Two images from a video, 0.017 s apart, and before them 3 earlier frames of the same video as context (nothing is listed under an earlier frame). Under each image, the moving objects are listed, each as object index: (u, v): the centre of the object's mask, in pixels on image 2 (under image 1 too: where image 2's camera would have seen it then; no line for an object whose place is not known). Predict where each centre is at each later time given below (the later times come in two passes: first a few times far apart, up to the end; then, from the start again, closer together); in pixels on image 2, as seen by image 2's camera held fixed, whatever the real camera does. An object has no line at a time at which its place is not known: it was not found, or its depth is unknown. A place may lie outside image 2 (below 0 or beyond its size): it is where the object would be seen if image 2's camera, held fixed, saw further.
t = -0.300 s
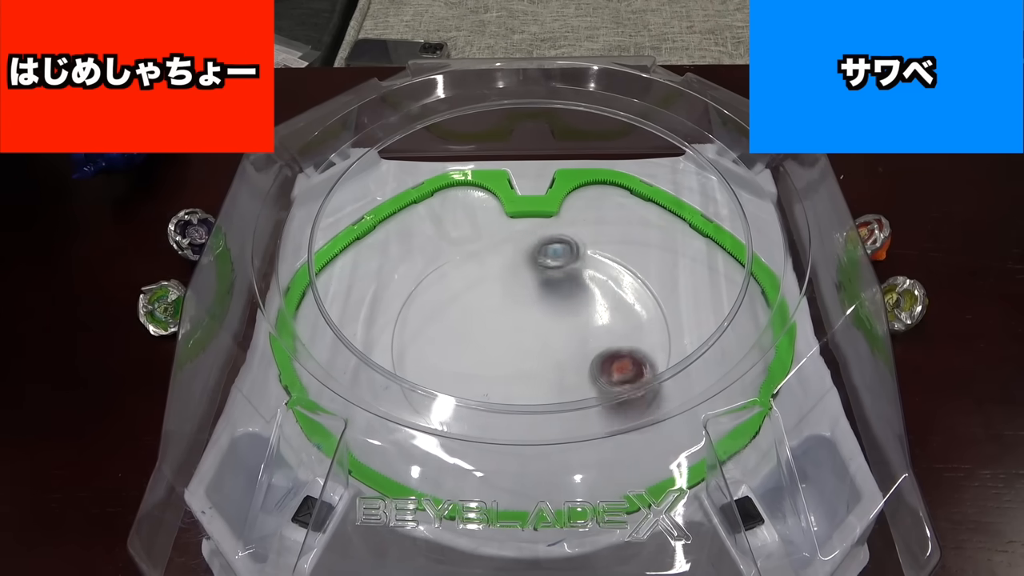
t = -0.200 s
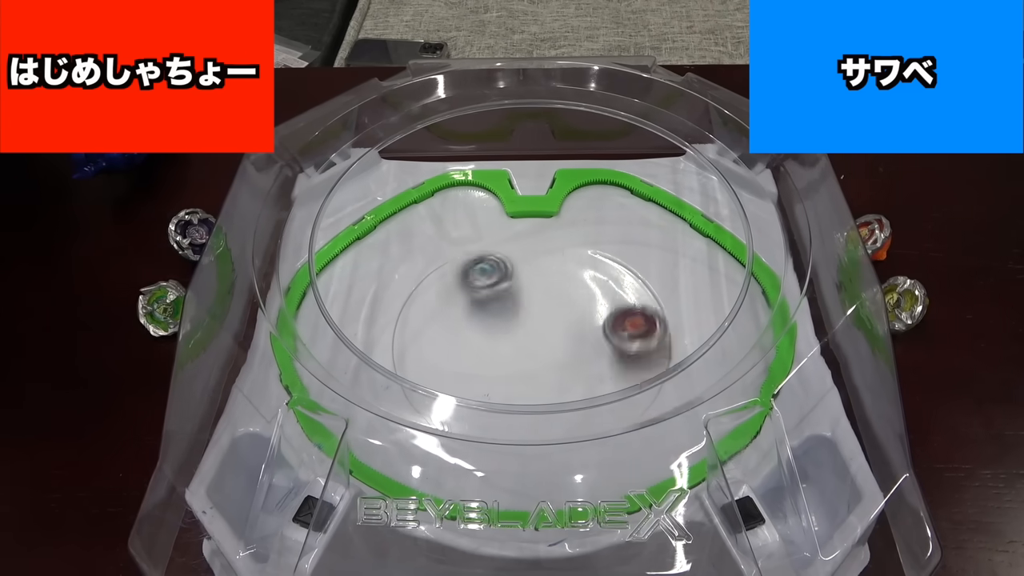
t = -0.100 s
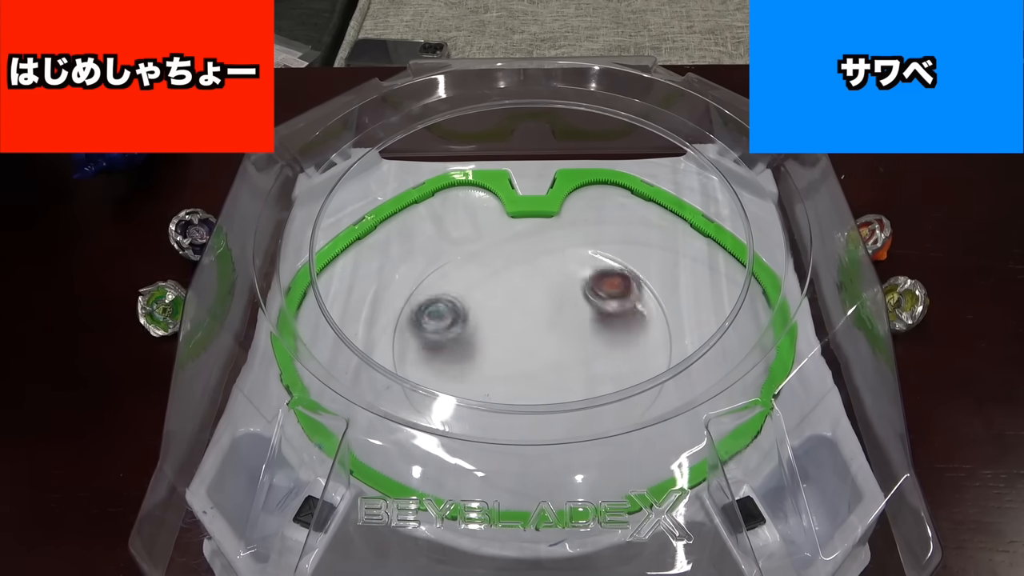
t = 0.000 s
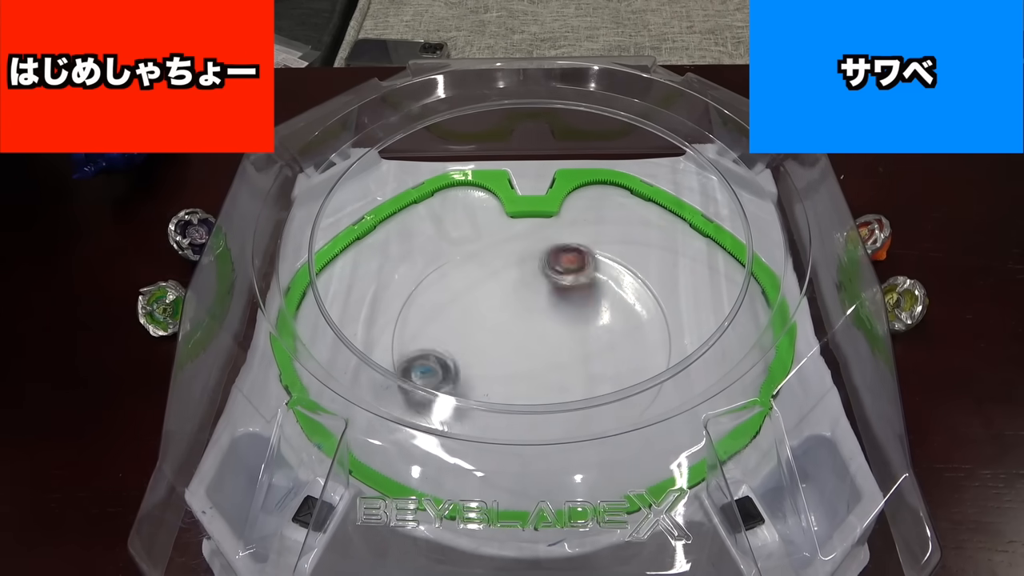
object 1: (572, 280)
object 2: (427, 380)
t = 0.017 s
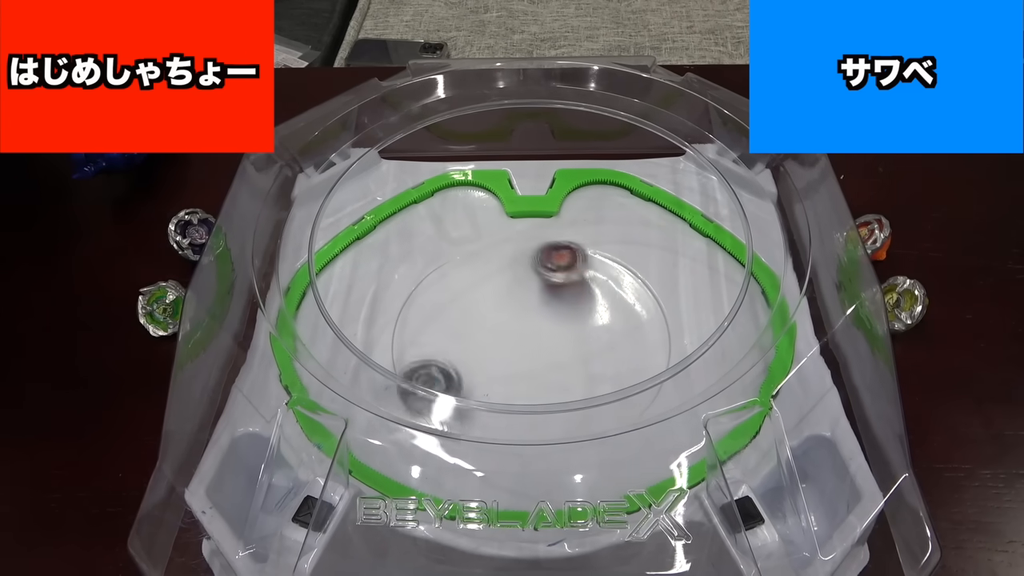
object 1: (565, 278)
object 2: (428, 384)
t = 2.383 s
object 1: (458, 283)
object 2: (573, 280)
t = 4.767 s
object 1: (567, 344)
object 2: (420, 277)
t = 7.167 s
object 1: (549, 363)
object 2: (494, 287)
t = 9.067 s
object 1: (599, 287)
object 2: (463, 314)
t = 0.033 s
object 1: (557, 275)
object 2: (434, 396)
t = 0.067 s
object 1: (534, 258)
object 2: (456, 409)
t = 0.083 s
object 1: (525, 258)
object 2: (474, 415)
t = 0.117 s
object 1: (508, 261)
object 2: (491, 421)
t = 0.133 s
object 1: (497, 260)
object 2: (501, 420)
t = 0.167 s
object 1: (481, 264)
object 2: (525, 424)
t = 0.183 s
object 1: (473, 267)
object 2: (539, 422)
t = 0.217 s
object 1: (458, 273)
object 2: (564, 420)
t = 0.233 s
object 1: (452, 277)
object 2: (577, 416)
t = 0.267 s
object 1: (441, 288)
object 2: (596, 403)
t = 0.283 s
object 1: (436, 294)
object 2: (602, 390)
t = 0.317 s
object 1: (428, 306)
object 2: (613, 374)
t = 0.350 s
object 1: (423, 317)
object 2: (618, 358)
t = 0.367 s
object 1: (422, 325)
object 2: (619, 348)
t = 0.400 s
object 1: (424, 339)
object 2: (616, 329)
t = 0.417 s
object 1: (425, 346)
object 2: (612, 320)
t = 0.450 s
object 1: (434, 362)
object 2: (600, 300)
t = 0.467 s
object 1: (439, 366)
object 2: (593, 292)
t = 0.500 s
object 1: (455, 376)
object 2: (579, 277)
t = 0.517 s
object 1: (464, 381)
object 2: (570, 271)
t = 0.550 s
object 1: (483, 400)
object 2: (552, 260)
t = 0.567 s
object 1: (495, 402)
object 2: (542, 256)
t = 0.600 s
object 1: (515, 405)
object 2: (521, 250)
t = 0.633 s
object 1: (537, 404)
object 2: (501, 247)
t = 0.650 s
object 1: (547, 403)
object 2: (489, 243)
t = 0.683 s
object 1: (567, 398)
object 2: (468, 246)
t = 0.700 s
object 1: (576, 394)
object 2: (457, 247)
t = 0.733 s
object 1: (593, 384)
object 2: (437, 253)
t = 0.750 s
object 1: (598, 374)
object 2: (430, 258)
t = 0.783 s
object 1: (610, 361)
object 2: (421, 275)
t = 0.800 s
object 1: (615, 355)
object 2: (416, 282)
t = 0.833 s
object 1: (624, 347)
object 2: (409, 299)
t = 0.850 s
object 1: (626, 337)
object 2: (407, 309)
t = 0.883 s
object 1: (629, 325)
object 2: (409, 325)
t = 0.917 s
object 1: (628, 313)
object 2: (418, 344)
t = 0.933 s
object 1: (625, 307)
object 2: (426, 353)
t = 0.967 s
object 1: (620, 296)
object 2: (447, 369)
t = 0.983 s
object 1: (615, 291)
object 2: (458, 373)
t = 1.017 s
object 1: (605, 281)
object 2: (480, 379)
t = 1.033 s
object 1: (600, 279)
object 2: (494, 381)
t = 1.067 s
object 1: (588, 270)
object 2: (520, 382)
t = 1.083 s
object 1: (580, 266)
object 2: (534, 381)
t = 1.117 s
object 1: (565, 262)
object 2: (560, 377)
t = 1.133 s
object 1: (557, 261)
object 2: (572, 374)
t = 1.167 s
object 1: (535, 244)
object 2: (595, 367)
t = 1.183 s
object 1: (526, 245)
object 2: (603, 357)
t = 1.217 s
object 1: (510, 248)
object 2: (620, 342)
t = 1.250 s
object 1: (494, 254)
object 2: (631, 326)
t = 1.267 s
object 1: (486, 258)
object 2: (634, 317)
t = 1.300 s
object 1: (473, 269)
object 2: (639, 299)
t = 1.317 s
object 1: (467, 275)
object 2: (640, 290)
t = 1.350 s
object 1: (458, 288)
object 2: (638, 272)
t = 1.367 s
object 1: (454, 295)
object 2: (635, 266)
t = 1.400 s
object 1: (450, 308)
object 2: (625, 254)
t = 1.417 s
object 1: (449, 316)
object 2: (616, 248)
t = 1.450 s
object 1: (449, 332)
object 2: (598, 242)
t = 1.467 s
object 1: (451, 340)
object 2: (589, 239)
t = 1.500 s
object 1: (457, 355)
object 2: (568, 233)
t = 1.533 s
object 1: (469, 370)
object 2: (549, 233)
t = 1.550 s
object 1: (473, 374)
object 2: (538, 235)
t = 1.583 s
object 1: (487, 381)
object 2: (519, 241)
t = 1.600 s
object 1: (495, 390)
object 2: (509, 246)
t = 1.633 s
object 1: (513, 398)
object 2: (492, 259)
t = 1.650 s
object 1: (522, 401)
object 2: (484, 266)
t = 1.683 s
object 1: (545, 411)
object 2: (472, 281)
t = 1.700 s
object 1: (554, 411)
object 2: (467, 290)
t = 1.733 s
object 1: (573, 409)
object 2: (462, 309)
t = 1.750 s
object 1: (583, 406)
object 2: (461, 318)
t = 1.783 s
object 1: (599, 400)
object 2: (462, 338)
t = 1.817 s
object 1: (615, 390)
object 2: (467, 356)
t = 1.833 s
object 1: (621, 386)
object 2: (471, 363)
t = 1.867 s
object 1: (631, 374)
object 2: (483, 379)
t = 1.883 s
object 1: (633, 362)
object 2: (491, 385)
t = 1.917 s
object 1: (638, 349)
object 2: (511, 404)
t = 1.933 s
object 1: (640, 346)
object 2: (521, 408)
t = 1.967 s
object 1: (639, 335)
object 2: (545, 415)
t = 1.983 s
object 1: (638, 329)
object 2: (556, 417)
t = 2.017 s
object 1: (632, 316)
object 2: (580, 415)
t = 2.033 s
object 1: (626, 310)
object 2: (592, 411)
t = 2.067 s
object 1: (614, 301)
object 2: (611, 404)
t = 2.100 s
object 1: (600, 291)
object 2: (626, 394)
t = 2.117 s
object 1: (594, 288)
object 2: (633, 389)
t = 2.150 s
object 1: (576, 277)
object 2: (641, 370)
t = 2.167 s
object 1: (569, 280)
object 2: (645, 362)
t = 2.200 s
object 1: (551, 275)
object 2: (649, 348)
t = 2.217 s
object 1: (539, 263)
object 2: (648, 339)
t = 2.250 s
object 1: (520, 263)
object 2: (640, 323)
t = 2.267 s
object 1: (512, 264)
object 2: (634, 315)
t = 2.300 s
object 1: (495, 268)
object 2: (620, 301)
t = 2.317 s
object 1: (488, 271)
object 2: (610, 294)
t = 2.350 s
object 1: (471, 276)
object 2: (591, 283)
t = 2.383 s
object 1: (458, 283)
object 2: (573, 280)
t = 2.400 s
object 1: (452, 287)
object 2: (560, 274)
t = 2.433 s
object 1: (440, 296)
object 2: (539, 271)
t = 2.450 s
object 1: (436, 302)
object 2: (529, 271)
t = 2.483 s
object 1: (429, 314)
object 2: (507, 273)
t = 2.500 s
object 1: (426, 320)
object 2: (496, 272)
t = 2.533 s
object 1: (424, 333)
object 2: (475, 276)
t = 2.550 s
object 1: (424, 340)
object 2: (465, 279)
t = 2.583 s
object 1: (427, 356)
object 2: (445, 287)
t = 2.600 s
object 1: (431, 361)
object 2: (437, 292)
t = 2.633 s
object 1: (442, 371)
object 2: (422, 304)
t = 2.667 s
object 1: (459, 381)
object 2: (410, 317)
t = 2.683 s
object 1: (467, 389)
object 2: (406, 326)
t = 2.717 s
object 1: (484, 402)
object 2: (401, 342)
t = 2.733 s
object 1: (495, 404)
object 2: (401, 349)
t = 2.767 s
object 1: (515, 406)
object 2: (409, 366)
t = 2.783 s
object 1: (525, 405)
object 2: (417, 377)
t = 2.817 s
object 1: (545, 404)
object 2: (431, 384)
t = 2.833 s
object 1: (554, 401)
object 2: (442, 386)
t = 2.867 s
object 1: (571, 387)
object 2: (469, 393)
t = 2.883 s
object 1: (579, 383)
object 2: (480, 400)
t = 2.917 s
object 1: (593, 374)
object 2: (505, 402)
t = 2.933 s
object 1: (599, 368)
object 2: (517, 401)
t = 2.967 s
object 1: (609, 356)
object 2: (540, 388)
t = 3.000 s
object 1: (616, 343)
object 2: (562, 381)
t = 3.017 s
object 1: (618, 336)
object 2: (571, 377)
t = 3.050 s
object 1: (620, 321)
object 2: (586, 365)
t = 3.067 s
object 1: (624, 314)
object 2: (587, 362)
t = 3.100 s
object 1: (643, 277)
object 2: (572, 371)
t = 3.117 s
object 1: (648, 259)
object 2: (565, 375)
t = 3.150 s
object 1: (654, 226)
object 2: (553, 379)
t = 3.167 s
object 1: (656, 215)
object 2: (547, 380)
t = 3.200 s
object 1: (661, 190)
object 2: (538, 383)
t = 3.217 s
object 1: (657, 182)
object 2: (533, 384)
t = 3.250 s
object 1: (642, 176)
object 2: (525, 385)
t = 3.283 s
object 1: (627, 184)
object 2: (518, 385)
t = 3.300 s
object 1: (621, 181)
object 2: (515, 385)
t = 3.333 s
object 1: (613, 178)
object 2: (509, 385)
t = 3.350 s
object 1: (607, 179)
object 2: (507, 385)
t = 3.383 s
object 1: (600, 180)
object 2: (503, 384)
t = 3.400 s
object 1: (596, 175)
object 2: (500, 383)
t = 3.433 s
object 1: (592, 184)
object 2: (496, 381)
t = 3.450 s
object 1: (591, 185)
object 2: (495, 380)
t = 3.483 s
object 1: (590, 189)
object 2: (492, 377)
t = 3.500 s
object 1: (591, 190)
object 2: (491, 374)
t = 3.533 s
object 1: (596, 194)
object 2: (489, 369)
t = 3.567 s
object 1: (603, 199)
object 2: (487, 363)
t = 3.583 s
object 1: (607, 201)
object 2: (486, 360)
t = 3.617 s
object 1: (616, 205)
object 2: (483, 354)
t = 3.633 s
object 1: (622, 210)
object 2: (482, 350)
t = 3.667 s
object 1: (632, 213)
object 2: (480, 343)
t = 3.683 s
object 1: (637, 215)
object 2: (480, 340)
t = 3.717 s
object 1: (647, 217)
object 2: (478, 332)
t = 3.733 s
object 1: (652, 224)
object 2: (477, 329)
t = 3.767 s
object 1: (661, 223)
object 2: (475, 322)
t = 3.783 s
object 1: (666, 230)
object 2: (474, 318)
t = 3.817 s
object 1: (676, 239)
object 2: (472, 313)
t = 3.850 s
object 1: (686, 249)
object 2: (471, 308)
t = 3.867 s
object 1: (691, 257)
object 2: (471, 305)
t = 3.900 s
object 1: (698, 263)
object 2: (469, 300)
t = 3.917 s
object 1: (702, 268)
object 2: (469, 299)
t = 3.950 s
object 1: (710, 279)
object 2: (469, 296)
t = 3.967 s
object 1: (713, 284)
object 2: (470, 295)
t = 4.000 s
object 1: (721, 294)
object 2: (472, 294)
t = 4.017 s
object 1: (726, 299)
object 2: (473, 293)
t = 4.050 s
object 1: (733, 312)
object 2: (476, 293)
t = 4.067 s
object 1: (737, 319)
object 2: (478, 293)
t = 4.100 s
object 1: (741, 329)
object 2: (483, 293)
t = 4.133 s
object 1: (748, 344)
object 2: (489, 293)
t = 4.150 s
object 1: (750, 345)
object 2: (492, 294)
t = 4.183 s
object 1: (755, 354)
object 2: (500, 294)
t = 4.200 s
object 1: (756, 362)
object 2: (504, 295)
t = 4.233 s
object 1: (745, 355)
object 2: (513, 296)
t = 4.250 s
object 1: (736, 349)
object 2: (517, 294)
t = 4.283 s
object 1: (717, 333)
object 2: (526, 294)
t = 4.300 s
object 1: (702, 323)
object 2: (531, 294)
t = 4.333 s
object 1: (688, 310)
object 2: (539, 293)
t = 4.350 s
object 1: (679, 307)
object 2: (543, 293)
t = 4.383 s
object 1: (664, 300)
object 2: (552, 292)
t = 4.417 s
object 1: (647, 298)
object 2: (560, 290)
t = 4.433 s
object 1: (637, 297)
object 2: (564, 290)
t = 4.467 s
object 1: (632, 303)
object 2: (560, 284)
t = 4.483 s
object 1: (636, 303)
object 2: (548, 280)
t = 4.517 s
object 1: (642, 311)
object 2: (523, 269)
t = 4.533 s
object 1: (646, 321)
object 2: (511, 265)
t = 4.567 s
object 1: (645, 330)
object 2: (490, 261)
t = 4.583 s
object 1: (643, 334)
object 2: (481, 260)
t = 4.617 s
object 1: (636, 341)
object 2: (466, 259)
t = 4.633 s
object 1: (630, 344)
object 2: (459, 258)
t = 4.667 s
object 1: (616, 346)
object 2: (446, 259)
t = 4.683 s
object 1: (609, 346)
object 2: (439, 260)
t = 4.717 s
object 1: (593, 345)
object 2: (426, 261)
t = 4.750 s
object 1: (576, 344)
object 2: (420, 271)
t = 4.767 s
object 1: (567, 344)
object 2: (420, 277)
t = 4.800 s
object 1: (551, 344)
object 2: (421, 285)
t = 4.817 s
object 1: (543, 344)
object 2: (422, 290)
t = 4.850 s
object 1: (527, 344)
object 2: (423, 298)
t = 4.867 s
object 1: (519, 344)
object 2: (424, 301)
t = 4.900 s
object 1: (503, 344)
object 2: (428, 311)
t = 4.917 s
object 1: (497, 345)
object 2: (431, 315)
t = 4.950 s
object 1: (489, 350)
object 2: (433, 317)
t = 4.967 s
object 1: (490, 354)
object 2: (431, 314)
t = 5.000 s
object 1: (490, 361)
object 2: (433, 314)
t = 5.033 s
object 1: (488, 364)
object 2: (436, 313)
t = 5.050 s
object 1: (487, 366)
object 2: (437, 312)
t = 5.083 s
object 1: (484, 366)
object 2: (441, 309)
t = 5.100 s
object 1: (483, 366)
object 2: (443, 308)
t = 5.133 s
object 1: (478, 364)
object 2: (448, 306)
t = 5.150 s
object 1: (476, 363)
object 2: (452, 304)
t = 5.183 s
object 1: (471, 359)
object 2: (459, 302)
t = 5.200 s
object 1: (470, 357)
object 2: (463, 300)
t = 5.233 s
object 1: (467, 354)
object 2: (472, 298)
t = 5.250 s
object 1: (466, 352)
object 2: (477, 296)
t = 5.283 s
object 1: (466, 349)
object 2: (487, 292)
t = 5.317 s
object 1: (466, 345)
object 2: (497, 289)
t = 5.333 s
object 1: (466, 343)
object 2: (502, 287)
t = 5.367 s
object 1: (467, 338)
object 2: (513, 282)
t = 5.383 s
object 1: (467, 334)
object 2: (517, 280)
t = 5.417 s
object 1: (468, 330)
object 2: (527, 276)
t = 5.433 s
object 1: (469, 326)
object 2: (531, 274)
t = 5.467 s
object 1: (471, 321)
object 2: (538, 270)
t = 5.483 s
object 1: (472, 319)
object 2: (542, 269)
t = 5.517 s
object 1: (474, 312)
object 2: (548, 267)
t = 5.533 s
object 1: (476, 310)
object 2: (550, 266)
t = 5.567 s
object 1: (479, 306)
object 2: (556, 264)
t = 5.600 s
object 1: (481, 300)
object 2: (559, 264)
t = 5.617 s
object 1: (482, 298)
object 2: (560, 264)
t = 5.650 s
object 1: (484, 293)
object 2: (562, 265)
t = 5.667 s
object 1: (485, 291)
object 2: (563, 266)
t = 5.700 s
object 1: (488, 287)
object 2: (564, 270)
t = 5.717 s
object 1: (488, 285)
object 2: (565, 272)
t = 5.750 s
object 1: (493, 288)
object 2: (566, 277)
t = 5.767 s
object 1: (492, 282)
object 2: (567, 281)
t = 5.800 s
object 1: (495, 282)
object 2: (568, 287)
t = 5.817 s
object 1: (500, 293)
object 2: (570, 291)
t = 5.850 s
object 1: (504, 293)
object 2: (571, 299)
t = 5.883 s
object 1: (509, 294)
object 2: (573, 307)
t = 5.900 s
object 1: (512, 294)
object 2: (575, 311)
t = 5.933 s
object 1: (519, 295)
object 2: (579, 319)
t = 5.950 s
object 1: (522, 297)
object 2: (580, 323)
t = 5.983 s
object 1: (529, 296)
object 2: (584, 330)
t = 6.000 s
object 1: (533, 295)
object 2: (586, 334)
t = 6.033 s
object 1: (541, 297)
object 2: (590, 341)
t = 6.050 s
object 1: (545, 297)
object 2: (591, 344)
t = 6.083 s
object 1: (553, 298)
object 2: (594, 349)
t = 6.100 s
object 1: (557, 298)
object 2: (596, 351)
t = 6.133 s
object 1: (564, 299)
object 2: (598, 355)
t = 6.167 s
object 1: (570, 298)
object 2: (598, 356)
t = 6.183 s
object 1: (573, 298)
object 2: (598, 357)
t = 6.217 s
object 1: (577, 295)
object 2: (596, 358)
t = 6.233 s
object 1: (582, 297)
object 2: (594, 358)
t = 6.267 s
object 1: (585, 297)
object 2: (591, 358)
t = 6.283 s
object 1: (586, 297)
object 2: (588, 358)
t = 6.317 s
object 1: (585, 297)
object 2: (583, 359)
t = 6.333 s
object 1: (584, 297)
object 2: (579, 358)
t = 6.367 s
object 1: (582, 296)
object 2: (570, 357)
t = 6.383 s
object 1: (583, 301)
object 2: (565, 356)
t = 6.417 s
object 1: (582, 306)
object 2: (555, 355)
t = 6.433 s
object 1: (577, 300)
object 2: (550, 355)
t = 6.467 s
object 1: (574, 305)
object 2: (539, 355)
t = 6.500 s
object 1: (572, 311)
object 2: (528, 356)
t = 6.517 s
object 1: (571, 315)
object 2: (523, 355)
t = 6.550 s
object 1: (569, 322)
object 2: (512, 356)
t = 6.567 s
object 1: (569, 325)
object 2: (508, 356)
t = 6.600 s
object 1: (568, 332)
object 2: (498, 357)
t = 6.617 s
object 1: (568, 336)
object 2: (494, 357)
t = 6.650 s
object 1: (568, 342)
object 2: (487, 358)
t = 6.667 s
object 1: (568, 346)
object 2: (484, 358)
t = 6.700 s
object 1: (568, 352)
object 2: (479, 359)
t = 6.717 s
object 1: (569, 354)
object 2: (477, 359)
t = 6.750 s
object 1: (570, 360)
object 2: (476, 359)
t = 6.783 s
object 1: (572, 364)
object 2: (475, 358)
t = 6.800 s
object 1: (572, 365)
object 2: (475, 358)
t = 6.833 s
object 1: (573, 368)
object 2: (477, 356)
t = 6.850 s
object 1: (573, 367)
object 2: (478, 355)
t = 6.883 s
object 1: (574, 368)
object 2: (480, 353)
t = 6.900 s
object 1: (573, 368)
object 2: (482, 351)
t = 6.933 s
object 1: (571, 366)
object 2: (486, 346)
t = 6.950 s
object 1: (570, 365)
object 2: (488, 344)
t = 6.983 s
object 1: (567, 363)
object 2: (493, 339)
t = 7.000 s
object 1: (564, 361)
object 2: (495, 336)
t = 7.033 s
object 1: (558, 358)
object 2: (500, 329)
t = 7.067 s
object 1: (552, 356)
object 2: (503, 321)
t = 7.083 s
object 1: (552, 358)
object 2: (503, 316)
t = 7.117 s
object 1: (552, 361)
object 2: (498, 302)
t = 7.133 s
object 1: (551, 361)
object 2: (496, 296)
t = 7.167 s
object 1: (549, 363)
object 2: (494, 287)
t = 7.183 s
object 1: (548, 362)
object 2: (493, 283)
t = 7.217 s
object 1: (546, 363)
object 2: (492, 276)
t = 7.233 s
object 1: (545, 363)
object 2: (492, 272)
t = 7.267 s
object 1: (543, 363)
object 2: (492, 265)
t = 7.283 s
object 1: (541, 362)
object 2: (493, 260)
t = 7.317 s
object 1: (539, 360)
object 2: (494, 254)
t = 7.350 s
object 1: (535, 358)
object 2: (495, 247)
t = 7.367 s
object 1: (532, 356)
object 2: (495, 245)
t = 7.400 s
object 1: (527, 353)
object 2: (495, 241)
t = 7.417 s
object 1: (525, 352)
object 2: (497, 241)
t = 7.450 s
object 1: (519, 350)
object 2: (500, 239)
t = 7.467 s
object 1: (516, 348)
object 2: (500, 240)
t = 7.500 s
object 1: (510, 345)
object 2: (504, 242)
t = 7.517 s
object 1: (508, 343)
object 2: (506, 243)
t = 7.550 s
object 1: (502, 342)
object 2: (509, 249)
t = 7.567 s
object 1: (499, 341)
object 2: (511, 252)
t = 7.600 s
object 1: (493, 339)
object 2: (517, 259)
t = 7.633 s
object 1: (488, 338)
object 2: (524, 267)
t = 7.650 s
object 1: (487, 338)
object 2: (527, 269)
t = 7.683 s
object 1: (485, 337)
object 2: (535, 278)
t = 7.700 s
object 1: (484, 337)
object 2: (539, 283)
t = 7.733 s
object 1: (484, 337)
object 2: (544, 289)
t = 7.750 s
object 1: (484, 337)
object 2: (547, 293)
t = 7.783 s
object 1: (485, 335)
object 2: (552, 303)
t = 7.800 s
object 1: (486, 334)
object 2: (554, 305)
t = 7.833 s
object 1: (487, 333)
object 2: (557, 313)
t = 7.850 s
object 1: (489, 333)
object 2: (559, 317)
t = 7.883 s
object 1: (492, 332)
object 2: (561, 325)
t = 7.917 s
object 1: (497, 329)
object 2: (563, 334)
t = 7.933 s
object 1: (499, 328)
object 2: (564, 341)
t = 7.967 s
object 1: (504, 324)
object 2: (563, 347)
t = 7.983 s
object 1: (508, 324)
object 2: (562, 352)
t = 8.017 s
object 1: (513, 322)
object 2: (561, 361)
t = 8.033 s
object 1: (515, 320)
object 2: (561, 366)
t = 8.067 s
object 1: (519, 315)
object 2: (557, 375)
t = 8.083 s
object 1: (519, 310)
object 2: (556, 379)
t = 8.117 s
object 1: (524, 310)
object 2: (551, 382)
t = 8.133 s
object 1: (527, 312)
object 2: (549, 388)
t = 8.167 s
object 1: (529, 309)
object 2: (542, 393)
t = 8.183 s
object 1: (529, 307)
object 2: (541, 399)
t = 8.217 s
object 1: (530, 303)
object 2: (537, 404)
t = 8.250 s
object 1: (530, 300)
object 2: (533, 408)
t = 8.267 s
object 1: (530, 300)
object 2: (532, 409)
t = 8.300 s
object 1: (530, 300)
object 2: (529, 405)
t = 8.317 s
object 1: (530, 299)
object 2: (529, 410)
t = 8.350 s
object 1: (529, 299)
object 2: (528, 407)
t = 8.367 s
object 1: (529, 298)
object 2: (528, 406)
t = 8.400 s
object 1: (529, 299)
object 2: (525, 401)
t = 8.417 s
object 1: (530, 301)
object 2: (525, 391)
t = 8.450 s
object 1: (530, 303)
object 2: (522, 387)
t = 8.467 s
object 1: (530, 304)
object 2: (520, 384)
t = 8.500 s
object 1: (529, 299)
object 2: (517, 379)
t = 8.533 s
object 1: (531, 304)
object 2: (512, 371)
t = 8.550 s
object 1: (537, 316)
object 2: (511, 367)
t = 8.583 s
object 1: (542, 320)
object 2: (508, 359)
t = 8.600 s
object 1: (547, 320)
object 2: (501, 358)
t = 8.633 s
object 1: (566, 310)
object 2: (487, 361)
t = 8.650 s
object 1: (573, 307)
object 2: (480, 362)
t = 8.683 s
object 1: (586, 299)
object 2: (471, 360)
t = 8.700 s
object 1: (590, 296)
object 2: (465, 358)
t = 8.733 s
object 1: (595, 291)
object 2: (458, 355)
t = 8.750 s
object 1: (597, 290)
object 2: (455, 353)
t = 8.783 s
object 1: (601, 286)
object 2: (448, 349)
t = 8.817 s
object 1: (605, 283)
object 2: (444, 345)
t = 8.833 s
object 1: (607, 282)
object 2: (442, 344)
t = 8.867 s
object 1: (610, 279)
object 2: (440, 339)
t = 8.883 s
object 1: (611, 279)
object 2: (440, 337)
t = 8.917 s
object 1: (613, 279)
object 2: (441, 335)
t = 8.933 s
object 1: (613, 279)
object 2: (442, 331)
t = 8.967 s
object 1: (612, 280)
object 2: (445, 328)
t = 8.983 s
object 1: (611, 280)
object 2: (447, 326)
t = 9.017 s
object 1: (608, 282)
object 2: (452, 322)
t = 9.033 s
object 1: (605, 284)
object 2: (456, 319)
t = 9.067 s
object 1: (599, 287)
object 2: (463, 314)
